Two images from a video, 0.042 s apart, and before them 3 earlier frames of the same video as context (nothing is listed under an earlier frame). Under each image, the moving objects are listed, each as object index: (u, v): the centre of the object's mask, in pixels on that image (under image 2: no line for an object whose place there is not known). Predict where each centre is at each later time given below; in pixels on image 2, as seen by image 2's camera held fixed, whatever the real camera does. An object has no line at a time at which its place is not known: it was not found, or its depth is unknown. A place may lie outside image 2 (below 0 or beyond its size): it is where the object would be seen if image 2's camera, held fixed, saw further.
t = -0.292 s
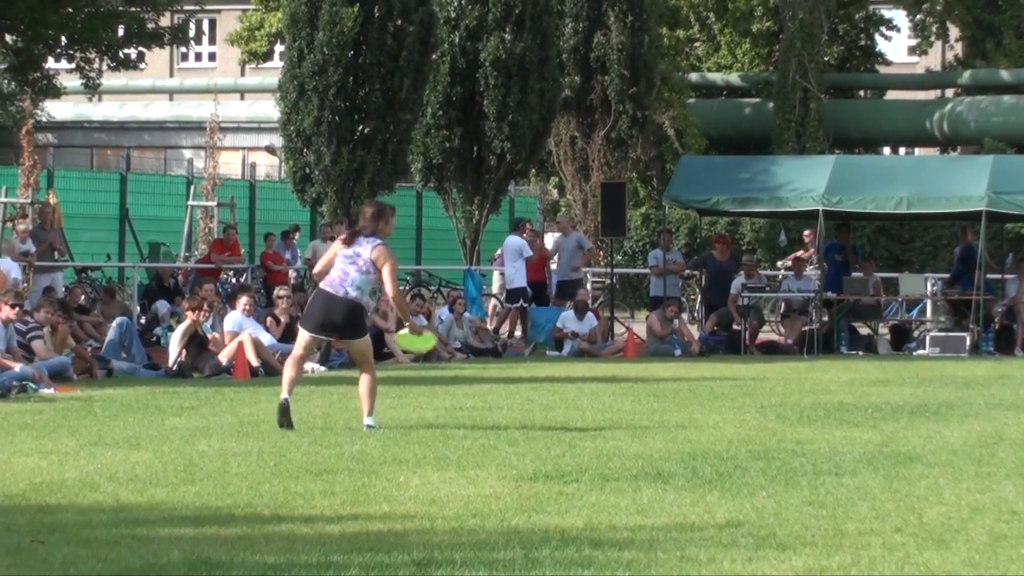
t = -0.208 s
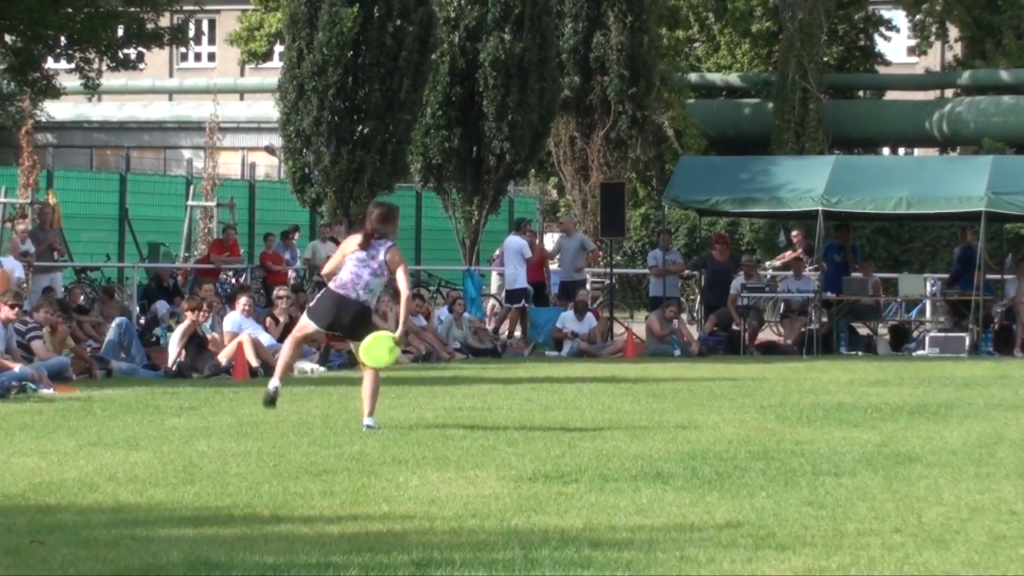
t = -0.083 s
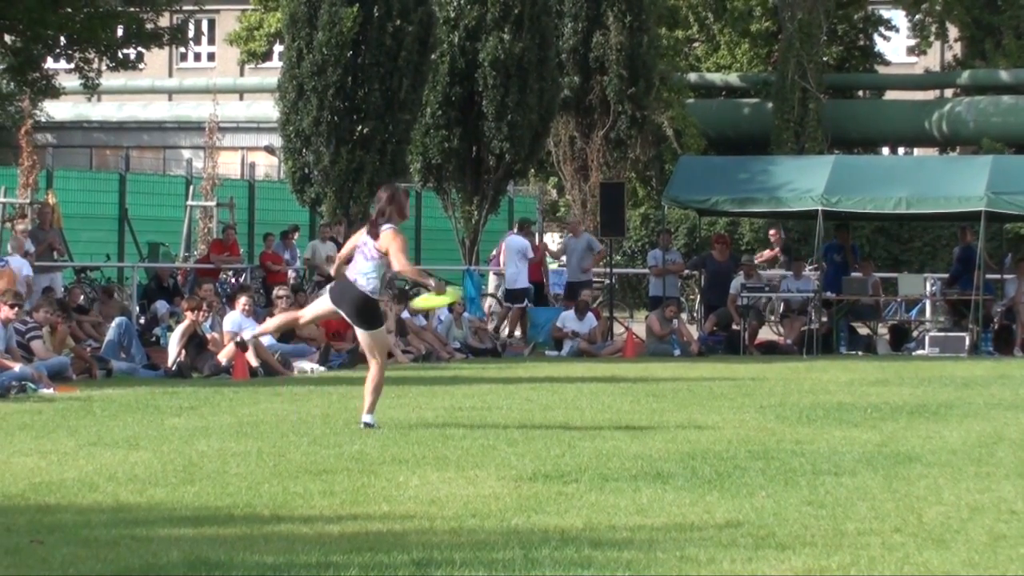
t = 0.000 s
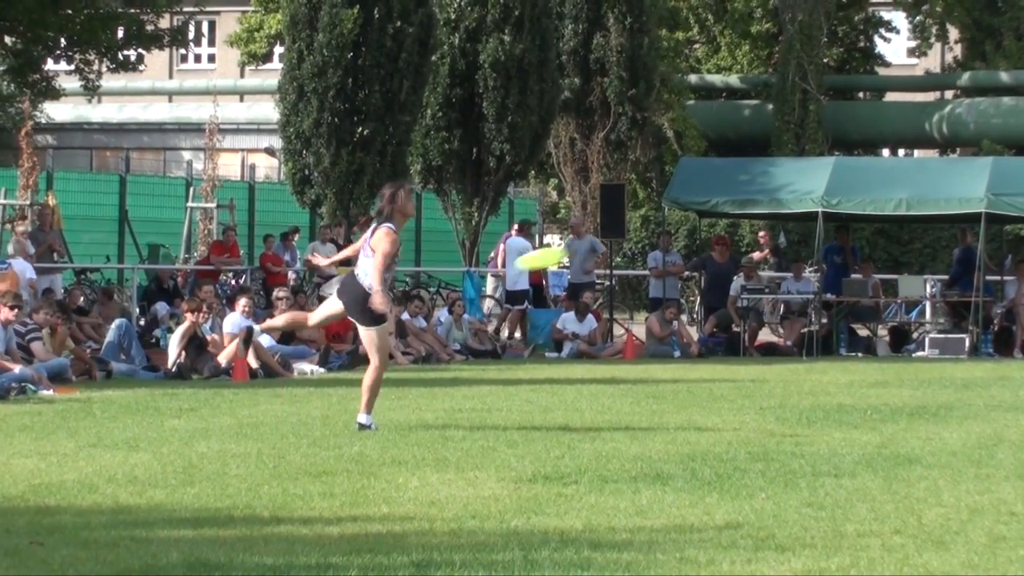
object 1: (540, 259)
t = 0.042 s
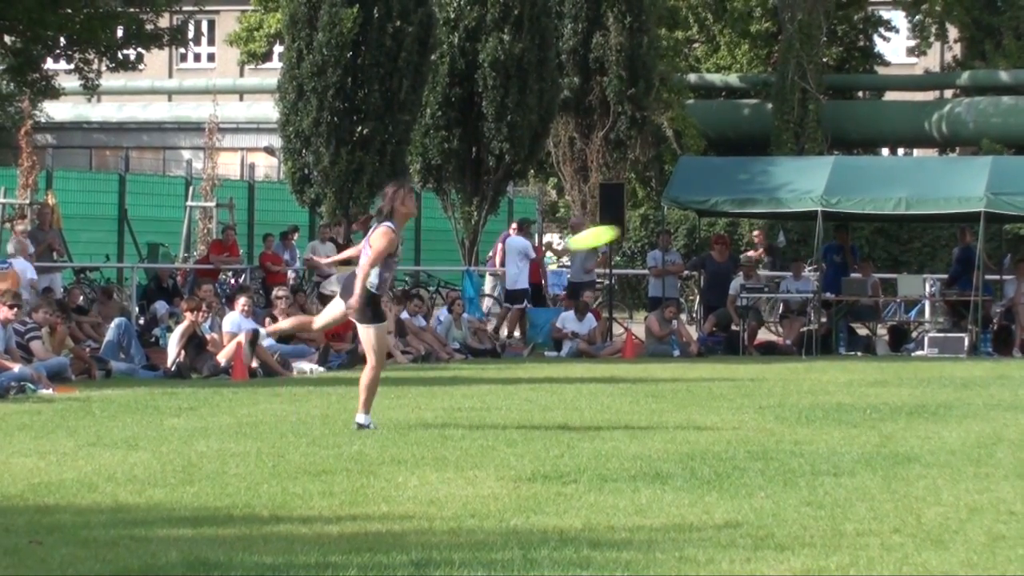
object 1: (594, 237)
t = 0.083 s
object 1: (644, 219)
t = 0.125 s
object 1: (695, 202)
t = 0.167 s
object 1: (744, 187)
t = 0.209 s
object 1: (795, 173)
